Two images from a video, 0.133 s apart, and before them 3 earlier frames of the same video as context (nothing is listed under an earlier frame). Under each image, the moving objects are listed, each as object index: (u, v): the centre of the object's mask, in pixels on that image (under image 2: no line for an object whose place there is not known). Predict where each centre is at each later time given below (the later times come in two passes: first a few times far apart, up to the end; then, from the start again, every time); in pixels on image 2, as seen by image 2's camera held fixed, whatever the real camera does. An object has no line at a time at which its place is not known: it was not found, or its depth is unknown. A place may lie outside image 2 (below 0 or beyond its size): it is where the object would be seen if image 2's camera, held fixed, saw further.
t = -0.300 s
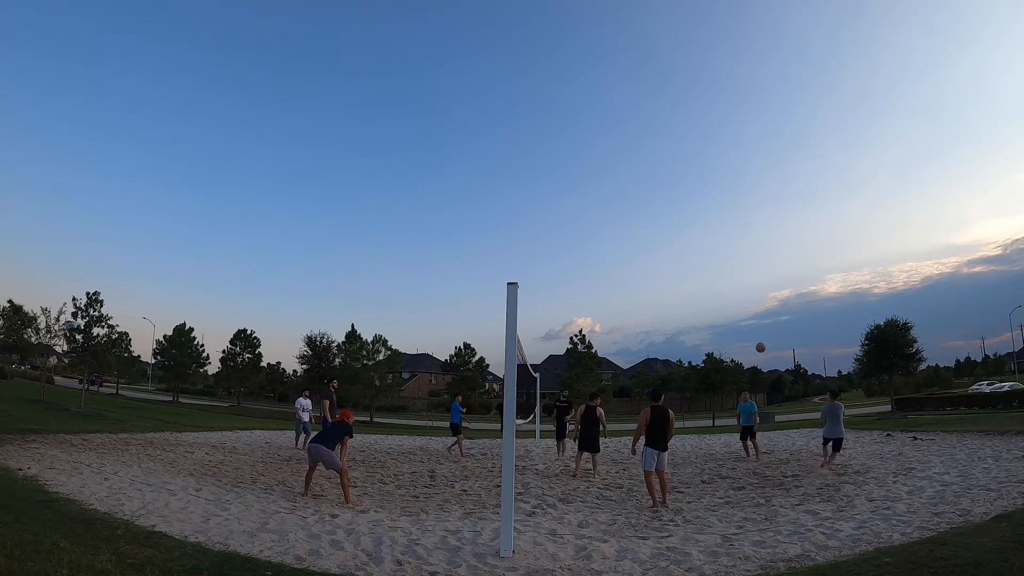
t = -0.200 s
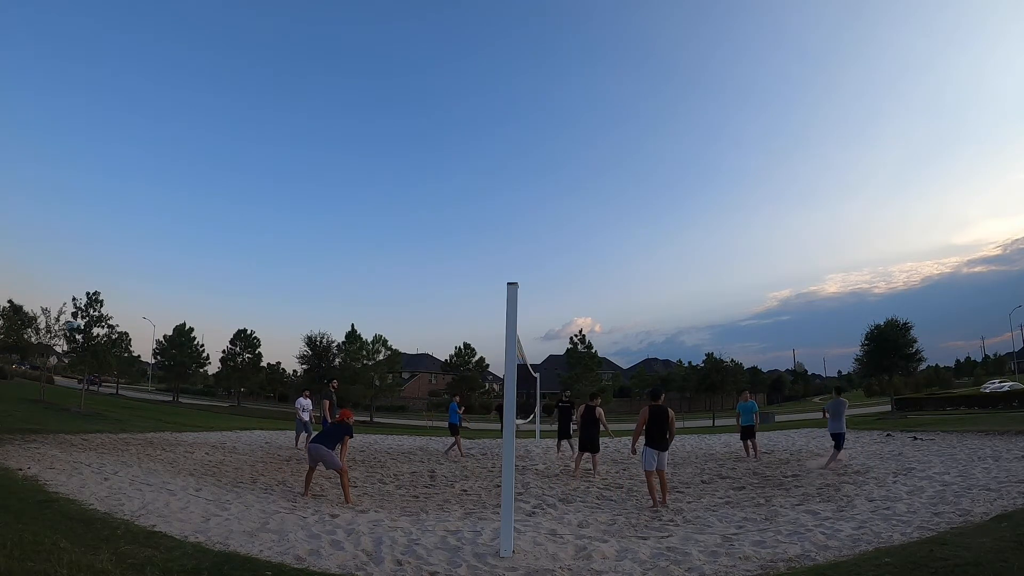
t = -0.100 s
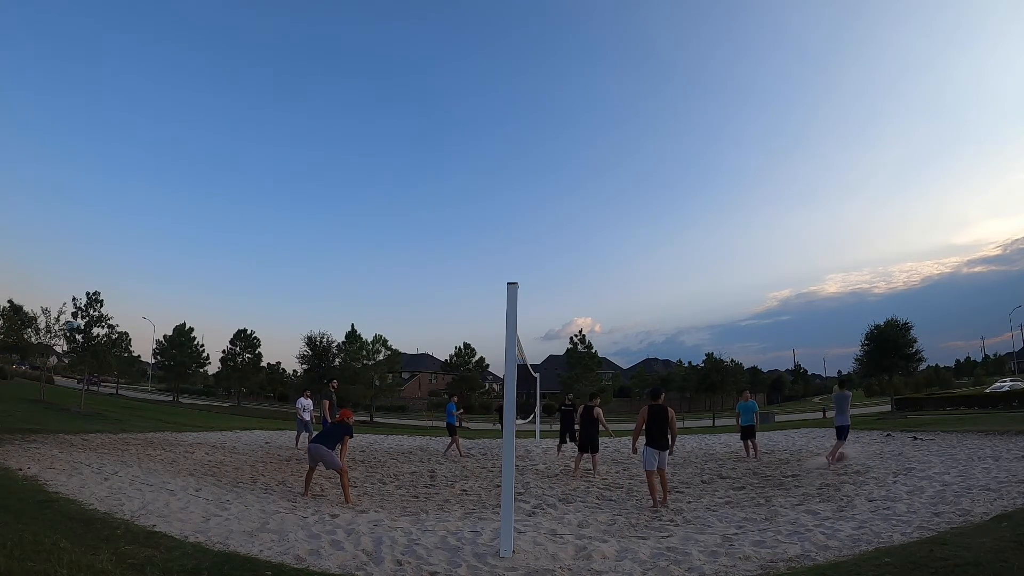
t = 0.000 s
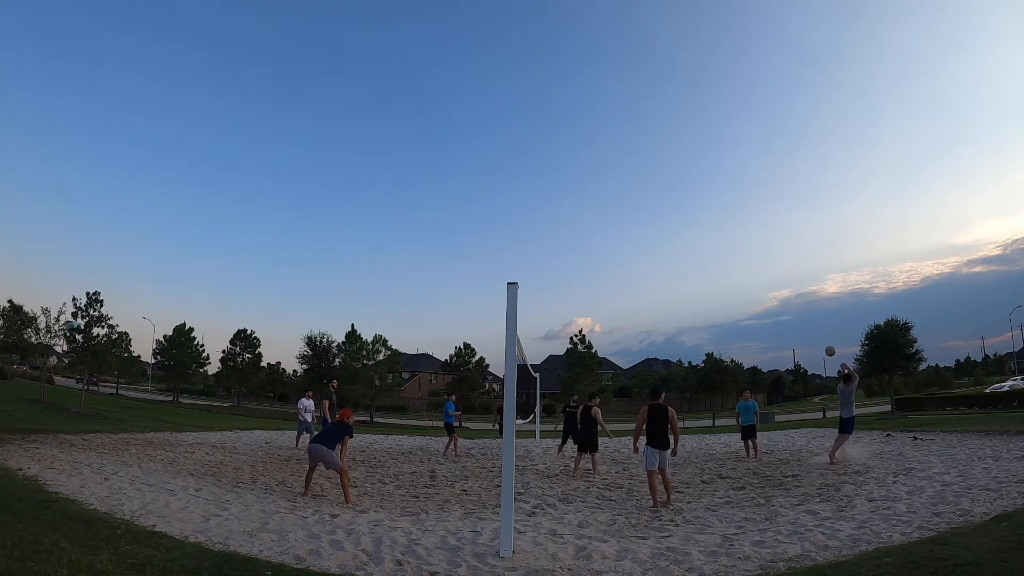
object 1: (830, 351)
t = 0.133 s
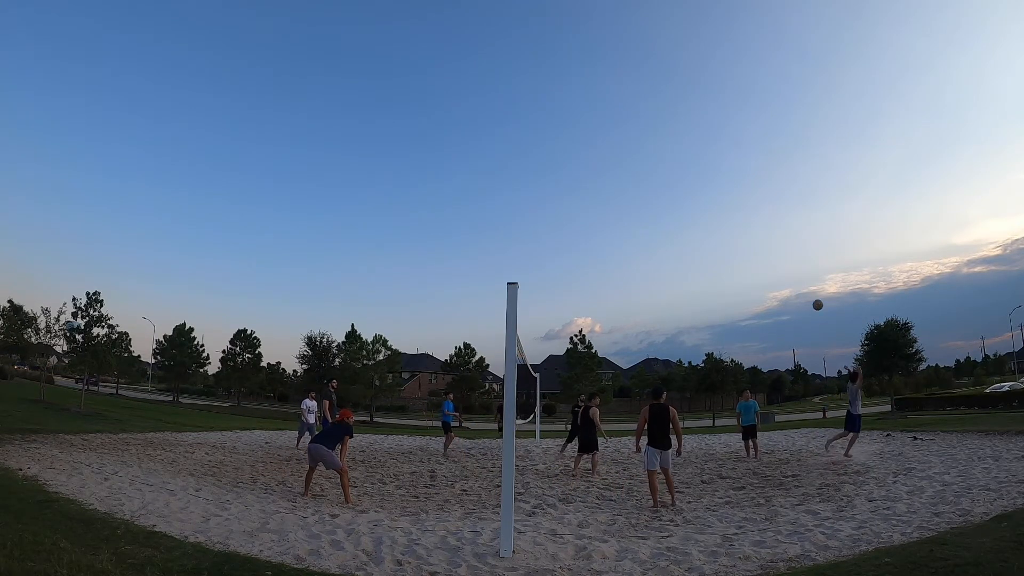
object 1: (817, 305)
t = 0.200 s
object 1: (811, 284)
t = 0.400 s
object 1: (789, 234)
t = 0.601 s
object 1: (766, 202)
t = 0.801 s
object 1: (743, 190)
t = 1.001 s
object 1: (721, 200)
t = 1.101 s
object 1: (709, 216)
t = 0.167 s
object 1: (814, 294)
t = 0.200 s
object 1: (811, 284)
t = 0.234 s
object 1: (807, 275)
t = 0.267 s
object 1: (803, 266)
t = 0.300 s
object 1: (800, 257)
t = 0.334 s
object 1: (796, 249)
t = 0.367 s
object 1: (792, 242)
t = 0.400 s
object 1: (789, 234)
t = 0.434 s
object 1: (785, 228)
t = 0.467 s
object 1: (781, 222)
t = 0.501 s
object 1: (777, 216)
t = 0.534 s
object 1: (774, 211)
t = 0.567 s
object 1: (770, 206)
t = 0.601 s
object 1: (766, 202)
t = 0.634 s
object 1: (762, 199)
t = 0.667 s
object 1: (758, 196)
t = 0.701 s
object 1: (755, 193)
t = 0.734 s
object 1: (751, 192)
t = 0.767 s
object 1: (747, 190)
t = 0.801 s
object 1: (743, 190)
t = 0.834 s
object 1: (740, 190)
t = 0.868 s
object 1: (736, 190)
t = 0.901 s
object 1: (732, 191)
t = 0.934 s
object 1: (728, 194)
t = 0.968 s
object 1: (724, 196)
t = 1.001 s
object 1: (721, 200)
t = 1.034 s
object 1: (717, 204)
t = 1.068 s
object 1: (713, 209)
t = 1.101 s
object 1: (709, 216)
